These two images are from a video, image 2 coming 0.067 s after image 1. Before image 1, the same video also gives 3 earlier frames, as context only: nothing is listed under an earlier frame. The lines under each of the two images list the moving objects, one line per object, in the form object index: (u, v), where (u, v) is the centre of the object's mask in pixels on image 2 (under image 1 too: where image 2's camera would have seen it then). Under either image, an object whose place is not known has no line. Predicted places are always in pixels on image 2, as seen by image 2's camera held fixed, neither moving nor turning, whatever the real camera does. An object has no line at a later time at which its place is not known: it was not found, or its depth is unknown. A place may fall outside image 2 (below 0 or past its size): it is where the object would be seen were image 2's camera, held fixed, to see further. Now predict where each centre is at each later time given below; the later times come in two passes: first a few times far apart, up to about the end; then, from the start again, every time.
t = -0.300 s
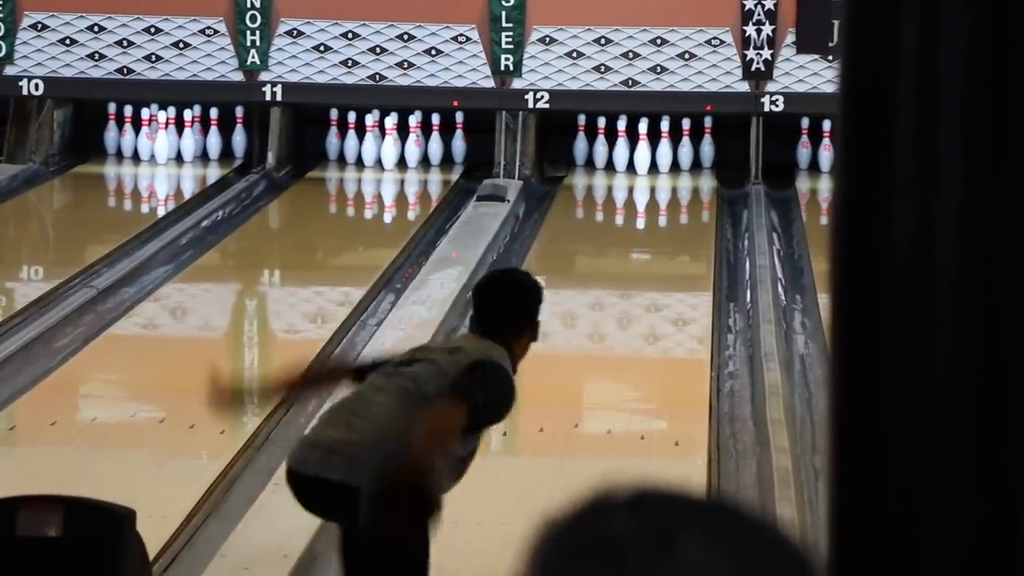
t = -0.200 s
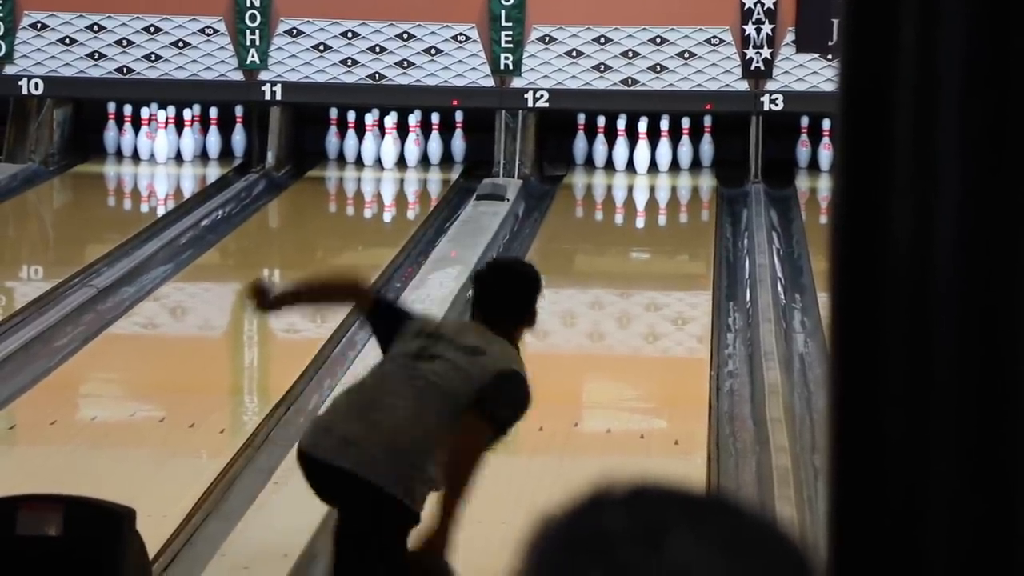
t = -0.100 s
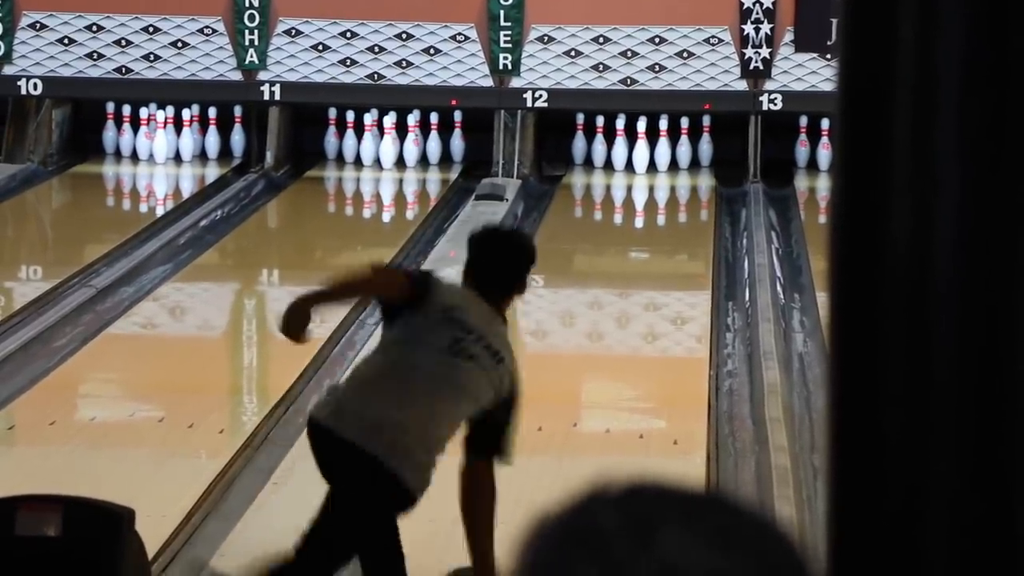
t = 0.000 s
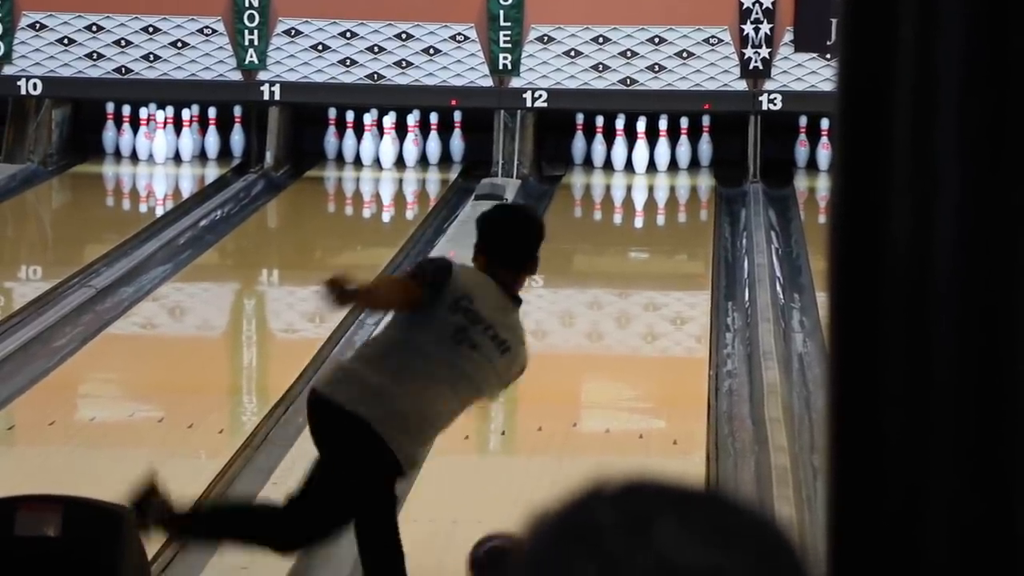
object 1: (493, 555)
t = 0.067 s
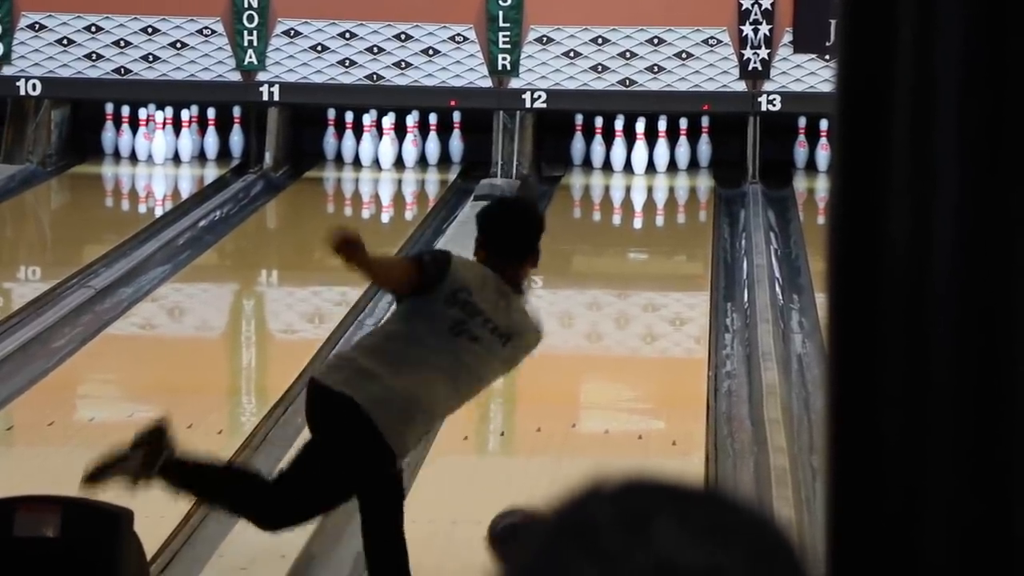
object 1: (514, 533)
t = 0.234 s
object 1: (559, 476)
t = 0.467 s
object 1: (603, 408)
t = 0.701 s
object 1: (635, 354)
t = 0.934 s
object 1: (659, 308)
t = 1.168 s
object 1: (676, 270)
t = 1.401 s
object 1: (685, 239)
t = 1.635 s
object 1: (684, 213)
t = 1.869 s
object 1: (673, 190)
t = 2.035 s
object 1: (660, 175)
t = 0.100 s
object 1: (522, 520)
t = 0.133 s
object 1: (532, 508)
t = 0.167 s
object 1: (540, 496)
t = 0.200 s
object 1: (549, 484)
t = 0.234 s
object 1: (559, 476)
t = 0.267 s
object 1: (566, 467)
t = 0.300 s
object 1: (573, 456)
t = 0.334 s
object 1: (579, 446)
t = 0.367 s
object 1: (585, 436)
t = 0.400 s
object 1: (591, 426)
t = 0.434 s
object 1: (597, 417)
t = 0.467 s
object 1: (603, 408)
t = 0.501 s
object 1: (608, 399)
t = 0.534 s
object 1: (613, 391)
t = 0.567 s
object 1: (618, 384)
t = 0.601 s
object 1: (622, 376)
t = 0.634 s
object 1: (627, 369)
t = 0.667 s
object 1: (631, 361)
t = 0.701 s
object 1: (635, 354)
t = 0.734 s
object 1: (639, 347)
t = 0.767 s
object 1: (643, 340)
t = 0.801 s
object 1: (647, 333)
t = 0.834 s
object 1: (650, 327)
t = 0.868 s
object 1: (653, 321)
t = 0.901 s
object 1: (656, 315)
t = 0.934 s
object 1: (659, 308)
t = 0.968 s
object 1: (662, 303)
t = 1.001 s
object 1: (665, 297)
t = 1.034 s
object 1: (667, 291)
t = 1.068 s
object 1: (670, 285)
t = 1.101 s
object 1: (672, 280)
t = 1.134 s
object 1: (674, 275)
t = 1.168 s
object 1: (676, 270)
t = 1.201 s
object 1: (678, 265)
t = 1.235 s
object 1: (679, 261)
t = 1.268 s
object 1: (680, 256)
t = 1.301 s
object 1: (682, 251)
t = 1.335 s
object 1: (683, 248)
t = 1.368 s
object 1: (684, 244)
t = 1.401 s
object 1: (685, 239)
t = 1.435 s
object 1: (685, 236)
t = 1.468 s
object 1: (686, 232)
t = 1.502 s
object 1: (686, 227)
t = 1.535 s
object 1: (685, 224)
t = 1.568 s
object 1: (686, 221)
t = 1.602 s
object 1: (685, 216)
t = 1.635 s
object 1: (684, 213)
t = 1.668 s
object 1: (683, 209)
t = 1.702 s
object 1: (683, 206)
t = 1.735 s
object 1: (682, 202)
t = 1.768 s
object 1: (679, 199)
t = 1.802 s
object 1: (678, 196)
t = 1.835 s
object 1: (675, 193)
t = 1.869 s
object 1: (673, 190)
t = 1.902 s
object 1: (671, 186)
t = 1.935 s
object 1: (668, 184)
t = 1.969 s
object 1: (666, 180)
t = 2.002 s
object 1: (663, 178)
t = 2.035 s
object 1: (660, 175)
